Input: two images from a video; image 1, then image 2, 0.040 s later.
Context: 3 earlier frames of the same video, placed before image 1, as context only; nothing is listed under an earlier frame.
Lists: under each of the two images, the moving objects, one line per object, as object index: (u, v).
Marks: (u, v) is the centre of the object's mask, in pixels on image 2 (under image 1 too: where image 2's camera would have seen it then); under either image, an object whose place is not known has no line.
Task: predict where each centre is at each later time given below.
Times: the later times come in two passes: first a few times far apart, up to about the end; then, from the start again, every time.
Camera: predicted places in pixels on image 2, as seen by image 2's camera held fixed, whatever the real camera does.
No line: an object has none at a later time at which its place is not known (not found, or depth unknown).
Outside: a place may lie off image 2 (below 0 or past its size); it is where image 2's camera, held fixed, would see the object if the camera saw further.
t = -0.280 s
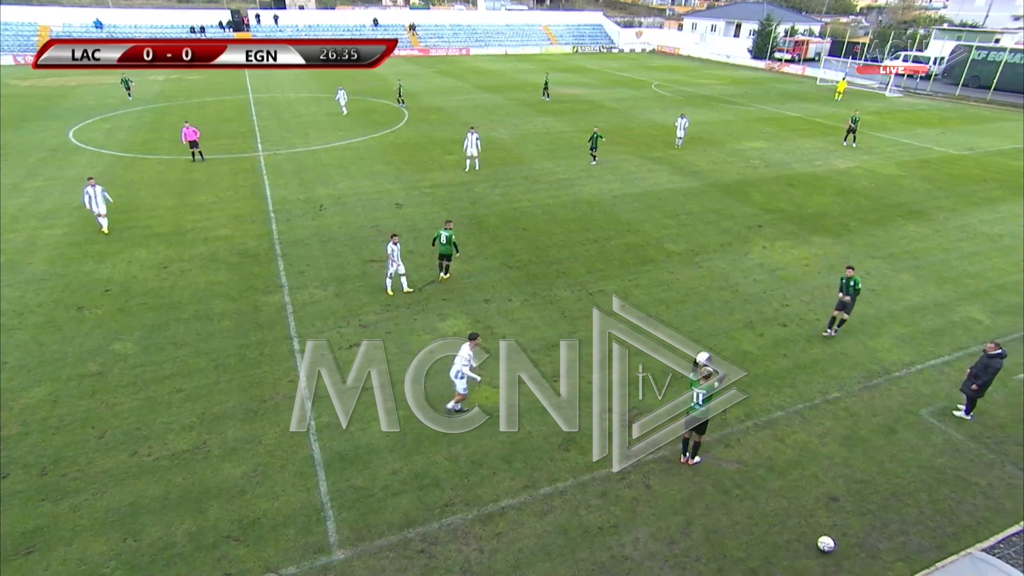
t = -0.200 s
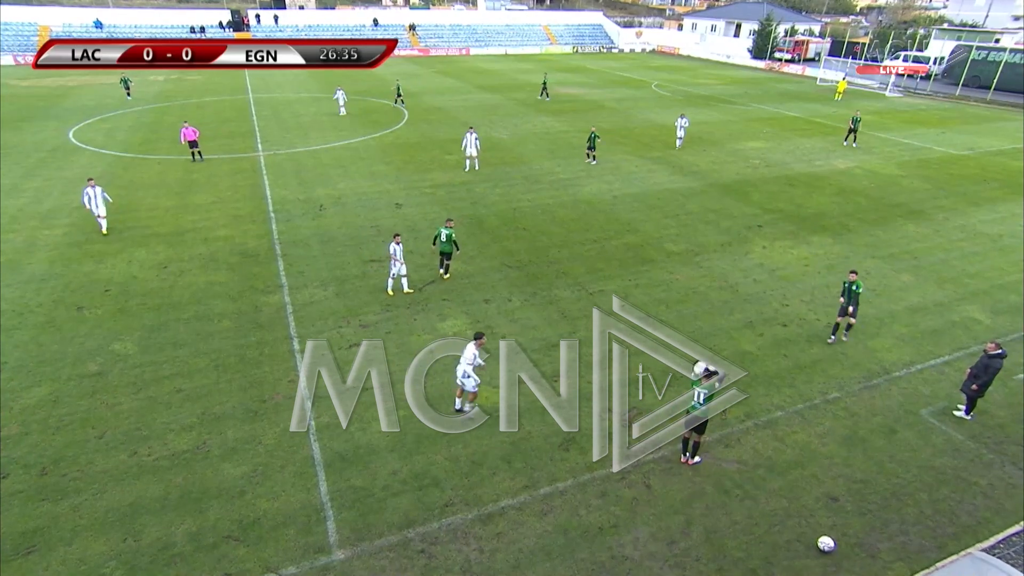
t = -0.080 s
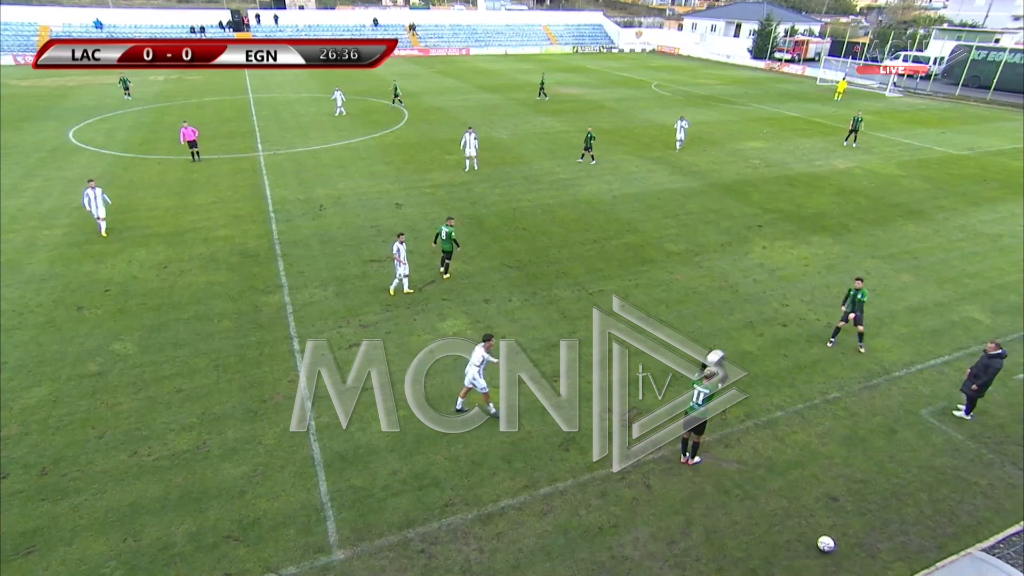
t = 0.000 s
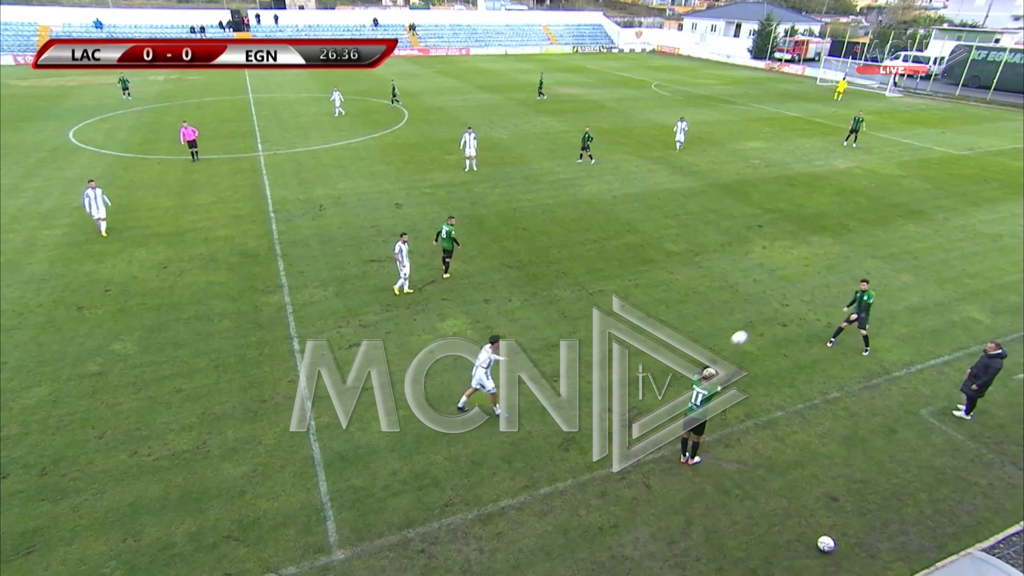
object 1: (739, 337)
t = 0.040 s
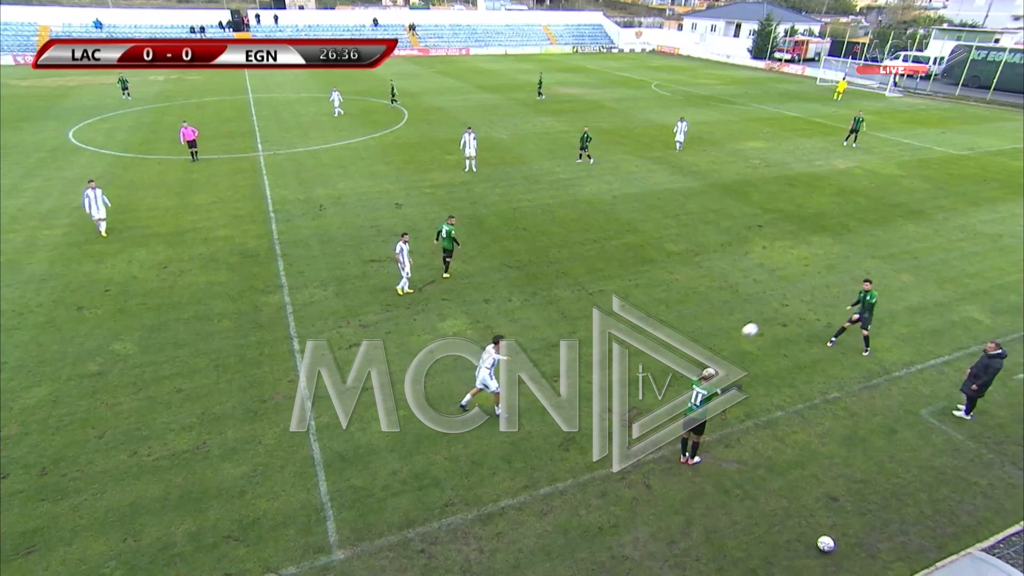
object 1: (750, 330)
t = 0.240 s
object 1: (793, 308)
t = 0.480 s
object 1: (825, 310)
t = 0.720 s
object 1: (843, 320)
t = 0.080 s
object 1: (760, 323)
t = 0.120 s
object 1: (769, 318)
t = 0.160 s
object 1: (778, 313)
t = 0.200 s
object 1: (786, 310)
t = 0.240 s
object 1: (793, 308)
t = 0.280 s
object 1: (800, 306)
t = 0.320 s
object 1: (806, 305)
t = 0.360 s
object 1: (812, 305)
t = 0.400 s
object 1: (816, 306)
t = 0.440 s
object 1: (821, 308)
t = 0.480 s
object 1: (825, 310)
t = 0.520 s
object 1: (828, 312)
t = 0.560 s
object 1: (831, 316)
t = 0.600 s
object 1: (834, 319)
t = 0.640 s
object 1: (836, 323)
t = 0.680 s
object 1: (838, 327)
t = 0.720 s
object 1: (843, 320)
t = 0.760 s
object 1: (848, 312)
